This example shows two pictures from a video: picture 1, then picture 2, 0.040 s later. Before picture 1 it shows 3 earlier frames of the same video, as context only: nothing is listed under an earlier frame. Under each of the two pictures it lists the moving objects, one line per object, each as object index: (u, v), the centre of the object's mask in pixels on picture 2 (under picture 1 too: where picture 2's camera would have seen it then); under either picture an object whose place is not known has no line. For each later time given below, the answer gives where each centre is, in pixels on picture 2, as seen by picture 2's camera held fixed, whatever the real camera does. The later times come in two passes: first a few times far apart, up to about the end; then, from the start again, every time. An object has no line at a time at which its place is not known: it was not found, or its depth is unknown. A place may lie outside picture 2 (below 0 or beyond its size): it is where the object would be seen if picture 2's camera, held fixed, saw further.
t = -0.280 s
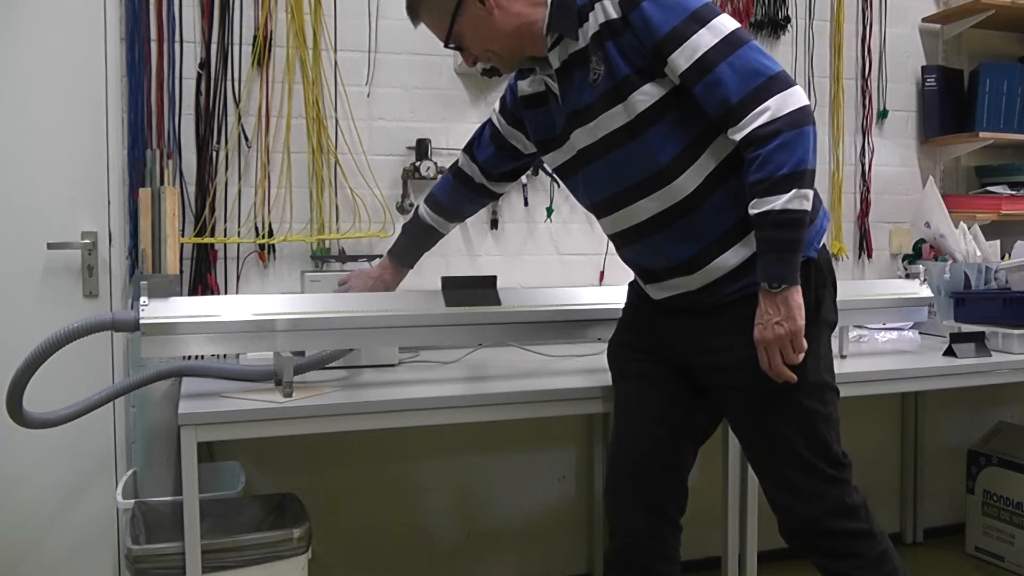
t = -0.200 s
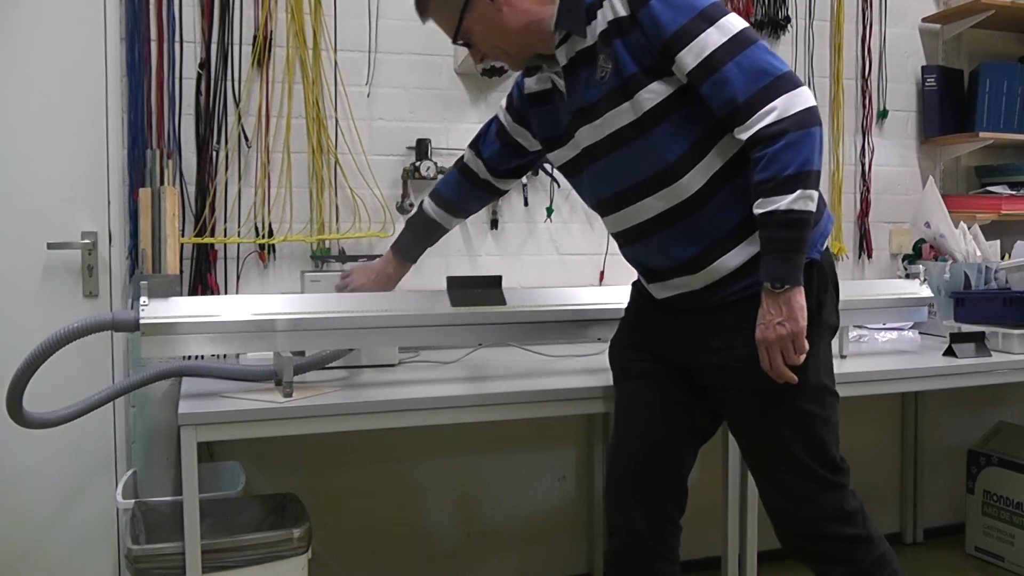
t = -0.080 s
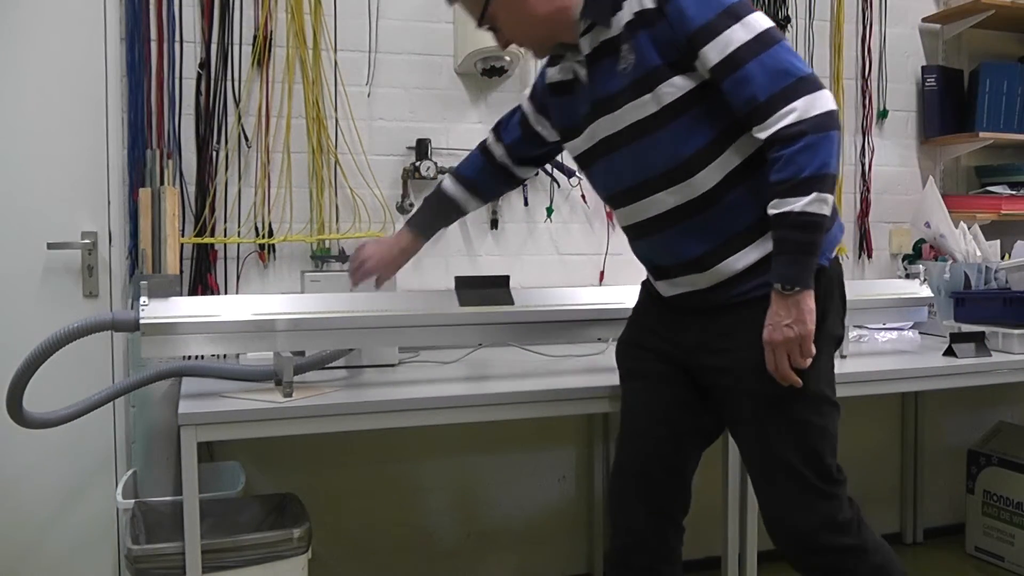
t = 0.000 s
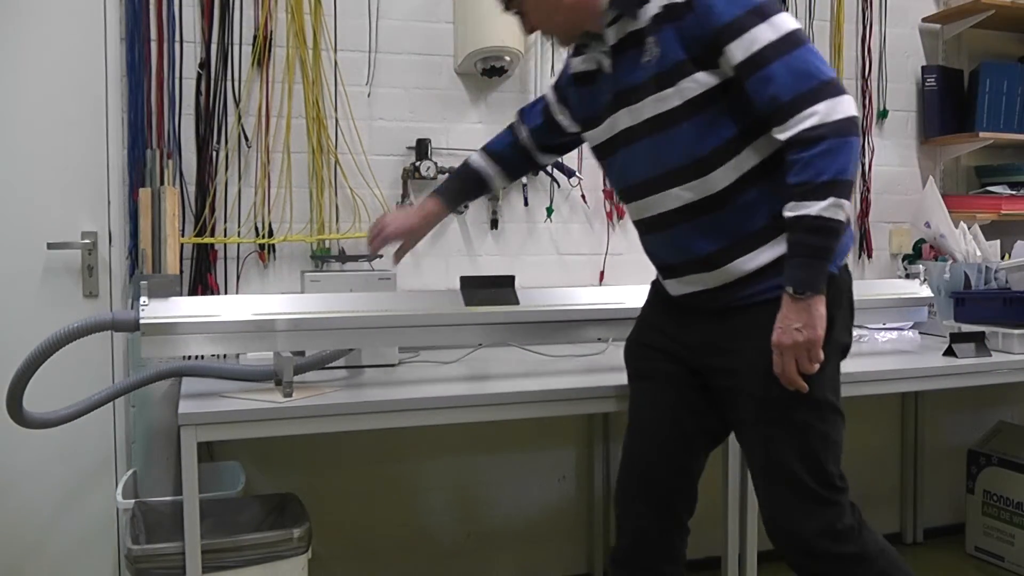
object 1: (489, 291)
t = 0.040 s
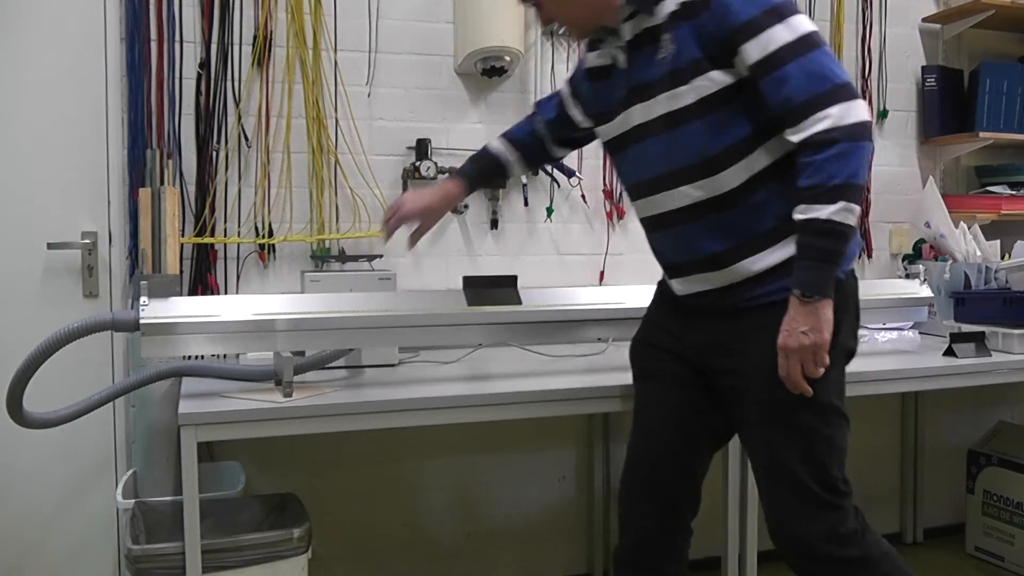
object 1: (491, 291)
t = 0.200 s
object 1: (502, 290)
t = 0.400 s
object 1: (515, 290)
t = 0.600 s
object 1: (527, 289)
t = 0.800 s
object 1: (540, 289)
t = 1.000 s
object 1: (553, 289)
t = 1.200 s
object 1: (566, 288)
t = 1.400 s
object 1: (578, 288)
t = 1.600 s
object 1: (591, 288)
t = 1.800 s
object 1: (603, 288)
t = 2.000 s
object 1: (615, 287)
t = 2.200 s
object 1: (627, 287)
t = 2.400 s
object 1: (640, 287)
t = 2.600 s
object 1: (652, 287)
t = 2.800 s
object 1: (664, 286)
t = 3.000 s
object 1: (675, 286)
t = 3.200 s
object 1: (686, 286)
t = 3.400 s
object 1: (698, 286)
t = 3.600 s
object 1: (709, 285)
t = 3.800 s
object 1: (720, 285)
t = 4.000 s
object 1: (731, 285)
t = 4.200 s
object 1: (742, 284)
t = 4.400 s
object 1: (753, 284)
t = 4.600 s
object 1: (764, 284)
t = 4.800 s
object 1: (775, 283)
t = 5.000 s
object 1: (785, 283)
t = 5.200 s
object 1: (796, 283)
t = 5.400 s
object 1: (806, 282)
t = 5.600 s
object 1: (816, 282)
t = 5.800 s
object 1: (826, 282)
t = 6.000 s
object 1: (836, 282)
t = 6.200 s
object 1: (846, 282)
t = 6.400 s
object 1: (856, 281)
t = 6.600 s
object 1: (866, 281)
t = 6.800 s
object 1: (876, 281)
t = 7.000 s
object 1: (885, 280)
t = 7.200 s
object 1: (891, 280)
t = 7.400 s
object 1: (890, 280)
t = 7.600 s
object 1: (889, 280)
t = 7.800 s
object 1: (888, 280)
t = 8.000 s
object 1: (887, 280)
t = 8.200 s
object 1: (886, 280)
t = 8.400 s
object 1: (885, 280)
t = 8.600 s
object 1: (885, 280)
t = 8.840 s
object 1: (883, 280)
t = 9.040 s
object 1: (882, 280)
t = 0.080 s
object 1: (494, 291)
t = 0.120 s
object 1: (497, 290)
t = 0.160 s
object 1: (499, 290)
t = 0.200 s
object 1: (502, 290)
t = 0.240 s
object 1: (504, 290)
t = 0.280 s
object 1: (507, 290)
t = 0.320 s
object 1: (510, 290)
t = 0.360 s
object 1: (512, 290)
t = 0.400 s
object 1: (515, 290)
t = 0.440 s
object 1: (517, 290)
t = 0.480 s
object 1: (520, 290)
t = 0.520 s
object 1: (522, 290)
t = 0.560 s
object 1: (525, 289)
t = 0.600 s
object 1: (527, 289)
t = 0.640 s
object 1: (530, 290)
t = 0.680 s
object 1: (533, 289)
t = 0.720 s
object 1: (535, 289)
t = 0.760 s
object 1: (538, 289)
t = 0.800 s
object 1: (540, 289)
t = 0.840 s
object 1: (543, 289)
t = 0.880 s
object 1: (546, 289)
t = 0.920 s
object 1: (548, 289)
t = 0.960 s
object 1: (551, 289)
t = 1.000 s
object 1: (553, 289)
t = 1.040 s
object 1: (556, 289)
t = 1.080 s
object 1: (558, 289)
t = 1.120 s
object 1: (561, 289)
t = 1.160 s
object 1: (563, 289)
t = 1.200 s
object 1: (566, 288)
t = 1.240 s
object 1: (568, 288)
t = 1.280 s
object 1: (571, 288)
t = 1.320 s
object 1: (573, 288)
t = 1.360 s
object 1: (576, 288)
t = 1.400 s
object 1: (578, 288)
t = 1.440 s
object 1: (581, 288)
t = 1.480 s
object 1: (583, 288)
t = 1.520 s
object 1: (586, 288)
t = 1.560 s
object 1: (588, 288)
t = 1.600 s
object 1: (591, 288)
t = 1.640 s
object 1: (593, 288)
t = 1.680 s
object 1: (596, 288)
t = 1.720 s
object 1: (598, 288)
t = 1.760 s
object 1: (601, 288)
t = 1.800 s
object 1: (603, 288)
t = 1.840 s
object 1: (605, 288)
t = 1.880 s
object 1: (608, 287)
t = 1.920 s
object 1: (610, 287)
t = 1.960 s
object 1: (613, 287)
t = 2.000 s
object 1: (615, 287)
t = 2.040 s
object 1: (618, 287)
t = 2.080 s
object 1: (620, 287)
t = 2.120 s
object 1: (623, 287)
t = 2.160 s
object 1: (625, 287)
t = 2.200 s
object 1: (627, 287)
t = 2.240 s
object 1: (630, 287)
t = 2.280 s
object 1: (633, 287)
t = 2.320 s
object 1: (635, 287)
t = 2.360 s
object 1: (638, 287)
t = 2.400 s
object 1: (640, 287)
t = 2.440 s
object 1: (642, 287)
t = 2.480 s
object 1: (645, 287)
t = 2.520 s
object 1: (647, 287)
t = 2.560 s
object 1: (649, 287)
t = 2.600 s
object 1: (652, 287)
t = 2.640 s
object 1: (654, 287)
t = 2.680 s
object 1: (657, 287)
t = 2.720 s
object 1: (659, 286)
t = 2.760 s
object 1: (661, 286)
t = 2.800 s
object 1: (664, 286)
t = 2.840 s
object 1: (666, 286)
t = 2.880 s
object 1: (668, 286)
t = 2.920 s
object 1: (670, 286)
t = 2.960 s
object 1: (673, 286)
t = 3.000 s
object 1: (675, 286)
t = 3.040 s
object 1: (677, 286)
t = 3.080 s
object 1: (679, 286)
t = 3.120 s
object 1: (682, 286)
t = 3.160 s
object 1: (684, 286)
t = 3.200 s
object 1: (686, 286)
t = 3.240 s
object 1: (689, 286)
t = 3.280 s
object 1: (691, 286)
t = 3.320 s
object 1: (693, 286)
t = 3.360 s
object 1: (695, 286)
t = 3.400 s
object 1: (698, 286)
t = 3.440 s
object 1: (700, 285)
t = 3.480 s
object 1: (702, 285)
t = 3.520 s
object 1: (704, 285)
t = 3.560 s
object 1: (707, 285)
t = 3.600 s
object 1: (709, 285)
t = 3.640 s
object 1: (711, 285)
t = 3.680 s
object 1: (713, 285)
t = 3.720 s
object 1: (716, 285)
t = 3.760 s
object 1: (718, 285)
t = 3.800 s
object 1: (720, 285)
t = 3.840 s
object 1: (722, 285)
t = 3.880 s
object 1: (724, 285)
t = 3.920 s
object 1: (727, 285)
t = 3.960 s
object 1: (729, 285)
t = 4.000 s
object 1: (731, 285)
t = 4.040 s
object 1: (734, 285)
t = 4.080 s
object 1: (736, 284)
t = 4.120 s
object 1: (738, 284)
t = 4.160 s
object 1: (740, 284)
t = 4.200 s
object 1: (742, 284)
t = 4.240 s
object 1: (744, 284)
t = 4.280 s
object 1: (746, 284)
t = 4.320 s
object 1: (749, 284)
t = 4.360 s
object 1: (751, 284)
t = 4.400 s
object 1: (753, 284)
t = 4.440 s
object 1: (755, 284)
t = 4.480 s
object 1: (757, 284)
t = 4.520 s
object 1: (759, 284)
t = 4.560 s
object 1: (762, 284)
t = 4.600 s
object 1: (764, 284)
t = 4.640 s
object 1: (766, 284)
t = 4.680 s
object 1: (768, 284)
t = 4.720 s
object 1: (770, 284)
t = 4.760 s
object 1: (772, 283)
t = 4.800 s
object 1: (775, 283)
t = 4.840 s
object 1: (777, 283)
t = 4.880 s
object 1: (779, 283)
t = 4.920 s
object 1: (781, 283)
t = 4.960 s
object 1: (783, 283)
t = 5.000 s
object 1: (785, 283)
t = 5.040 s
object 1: (787, 283)
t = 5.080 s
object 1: (789, 283)
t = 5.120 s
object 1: (791, 283)
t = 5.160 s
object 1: (793, 283)
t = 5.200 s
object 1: (796, 283)
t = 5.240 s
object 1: (798, 283)
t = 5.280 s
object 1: (800, 283)
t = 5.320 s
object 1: (802, 283)
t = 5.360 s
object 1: (804, 283)
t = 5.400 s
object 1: (806, 282)
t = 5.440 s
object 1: (808, 282)
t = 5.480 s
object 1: (810, 282)
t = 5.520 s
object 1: (812, 282)
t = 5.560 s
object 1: (814, 282)
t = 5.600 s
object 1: (816, 282)
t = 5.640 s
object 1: (818, 282)
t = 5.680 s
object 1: (820, 282)
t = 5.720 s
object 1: (822, 282)
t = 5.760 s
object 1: (824, 282)
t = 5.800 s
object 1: (826, 282)
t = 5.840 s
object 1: (828, 282)
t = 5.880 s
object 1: (830, 282)
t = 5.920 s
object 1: (832, 282)
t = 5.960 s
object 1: (834, 282)
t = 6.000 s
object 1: (836, 282)
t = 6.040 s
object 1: (838, 282)
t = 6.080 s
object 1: (840, 282)
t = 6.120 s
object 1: (842, 281)
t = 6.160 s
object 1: (844, 282)
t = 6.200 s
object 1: (846, 282)
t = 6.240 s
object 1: (848, 281)
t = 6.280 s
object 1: (850, 281)
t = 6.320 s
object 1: (852, 281)
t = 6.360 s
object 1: (854, 281)
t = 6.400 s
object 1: (856, 281)
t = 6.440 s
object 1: (858, 281)
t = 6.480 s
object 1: (860, 281)
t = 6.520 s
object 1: (862, 281)
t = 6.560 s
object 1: (864, 281)
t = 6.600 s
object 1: (866, 281)
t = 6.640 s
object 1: (868, 281)
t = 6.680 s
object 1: (870, 281)
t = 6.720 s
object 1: (872, 281)
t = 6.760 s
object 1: (874, 281)
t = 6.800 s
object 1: (876, 281)
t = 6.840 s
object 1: (878, 280)
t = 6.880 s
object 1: (879, 281)
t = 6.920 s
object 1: (881, 280)
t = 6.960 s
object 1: (883, 280)
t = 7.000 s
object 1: (885, 280)
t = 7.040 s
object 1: (887, 280)
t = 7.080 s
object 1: (889, 280)
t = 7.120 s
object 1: (891, 280)
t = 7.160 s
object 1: (891, 280)
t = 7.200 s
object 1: (891, 280)
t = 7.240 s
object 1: (891, 280)
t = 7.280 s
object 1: (891, 280)
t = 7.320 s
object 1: (891, 280)
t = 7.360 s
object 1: (890, 280)
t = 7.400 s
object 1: (890, 280)
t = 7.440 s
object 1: (890, 280)
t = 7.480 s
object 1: (890, 280)
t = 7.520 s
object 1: (890, 280)
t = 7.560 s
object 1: (890, 280)
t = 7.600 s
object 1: (889, 280)
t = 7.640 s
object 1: (889, 280)
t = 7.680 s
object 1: (889, 280)
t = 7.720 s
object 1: (889, 280)
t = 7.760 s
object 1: (889, 280)
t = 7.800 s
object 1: (888, 280)
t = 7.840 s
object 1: (888, 280)
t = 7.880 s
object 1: (888, 280)
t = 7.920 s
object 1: (888, 280)
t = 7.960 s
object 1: (888, 280)
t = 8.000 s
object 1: (887, 280)
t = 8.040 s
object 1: (887, 280)
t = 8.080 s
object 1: (887, 280)
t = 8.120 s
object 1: (887, 280)
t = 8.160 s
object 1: (887, 280)
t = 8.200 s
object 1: (886, 280)
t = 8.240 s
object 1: (886, 280)
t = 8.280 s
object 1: (886, 280)
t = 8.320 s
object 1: (886, 280)
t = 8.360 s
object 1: (886, 280)
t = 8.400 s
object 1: (885, 280)
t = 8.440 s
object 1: (885, 280)
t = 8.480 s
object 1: (885, 280)
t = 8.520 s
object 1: (885, 280)
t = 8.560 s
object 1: (885, 280)
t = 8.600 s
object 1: (885, 280)
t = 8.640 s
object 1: (884, 280)
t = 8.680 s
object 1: (884, 280)
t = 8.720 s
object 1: (884, 280)
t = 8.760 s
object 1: (884, 280)
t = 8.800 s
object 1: (884, 280)
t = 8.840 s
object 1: (883, 280)
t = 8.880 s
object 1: (883, 280)
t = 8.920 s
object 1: (883, 280)
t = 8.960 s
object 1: (883, 280)
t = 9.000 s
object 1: (882, 280)
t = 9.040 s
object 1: (882, 280)
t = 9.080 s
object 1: (882, 280)
